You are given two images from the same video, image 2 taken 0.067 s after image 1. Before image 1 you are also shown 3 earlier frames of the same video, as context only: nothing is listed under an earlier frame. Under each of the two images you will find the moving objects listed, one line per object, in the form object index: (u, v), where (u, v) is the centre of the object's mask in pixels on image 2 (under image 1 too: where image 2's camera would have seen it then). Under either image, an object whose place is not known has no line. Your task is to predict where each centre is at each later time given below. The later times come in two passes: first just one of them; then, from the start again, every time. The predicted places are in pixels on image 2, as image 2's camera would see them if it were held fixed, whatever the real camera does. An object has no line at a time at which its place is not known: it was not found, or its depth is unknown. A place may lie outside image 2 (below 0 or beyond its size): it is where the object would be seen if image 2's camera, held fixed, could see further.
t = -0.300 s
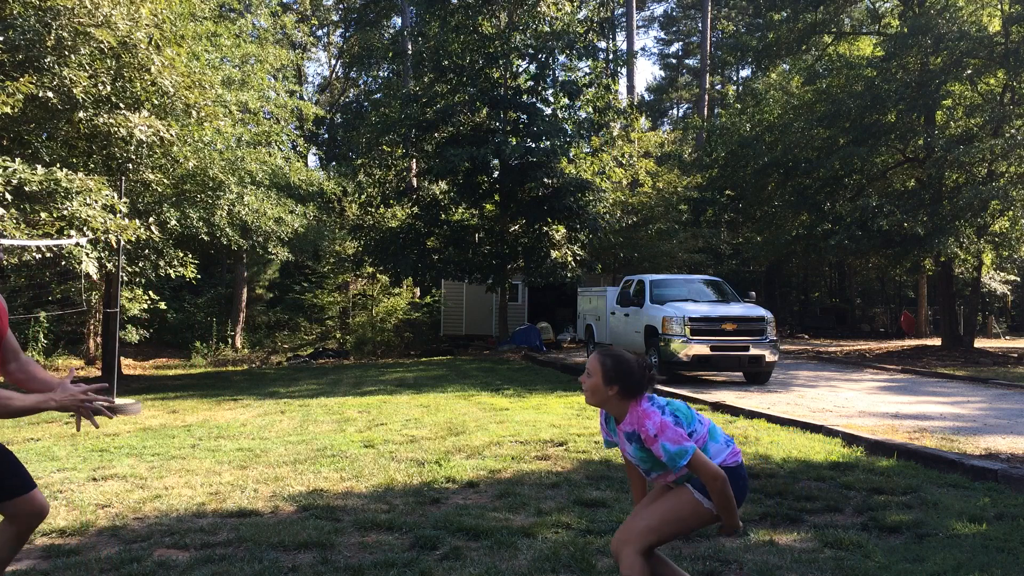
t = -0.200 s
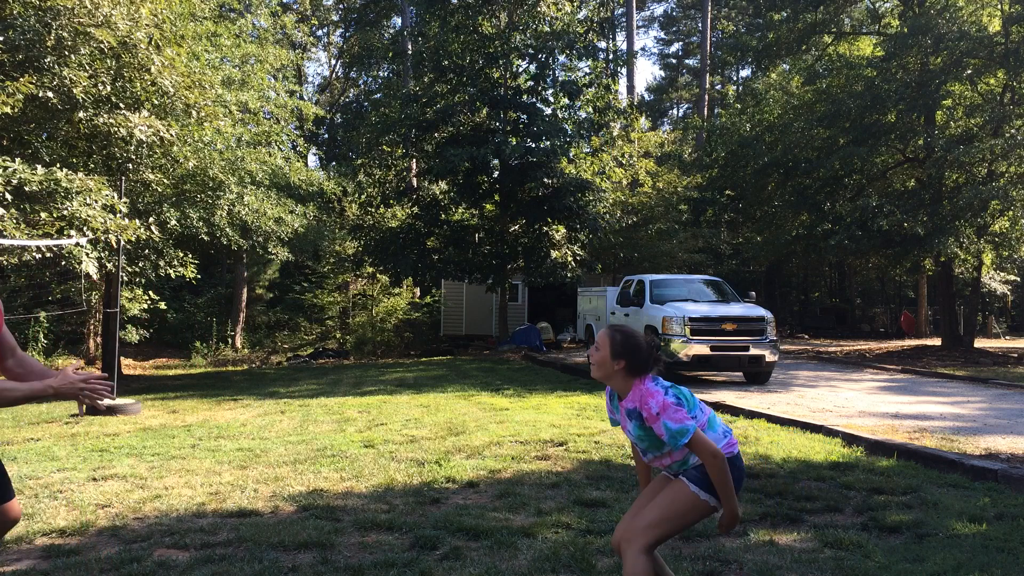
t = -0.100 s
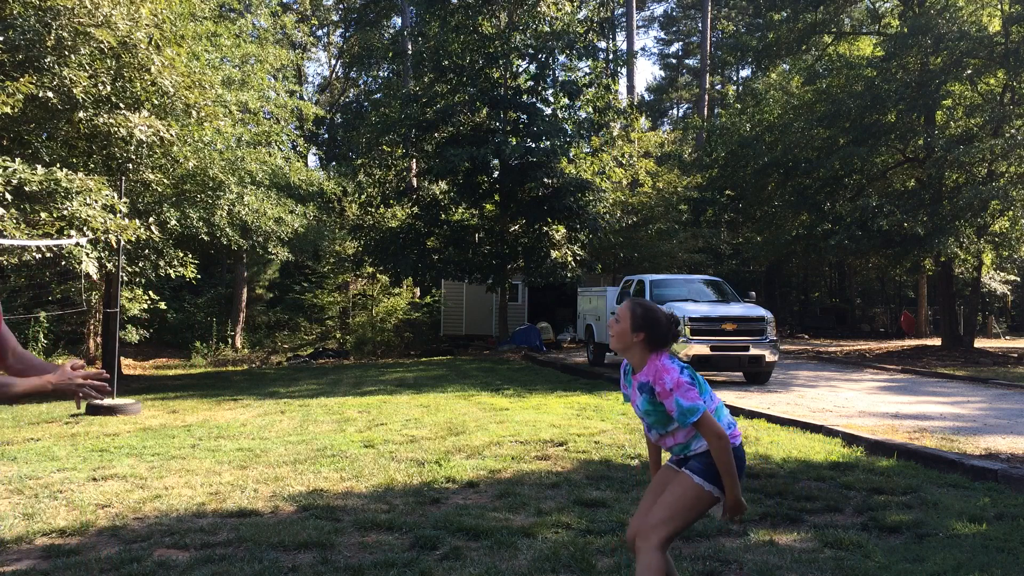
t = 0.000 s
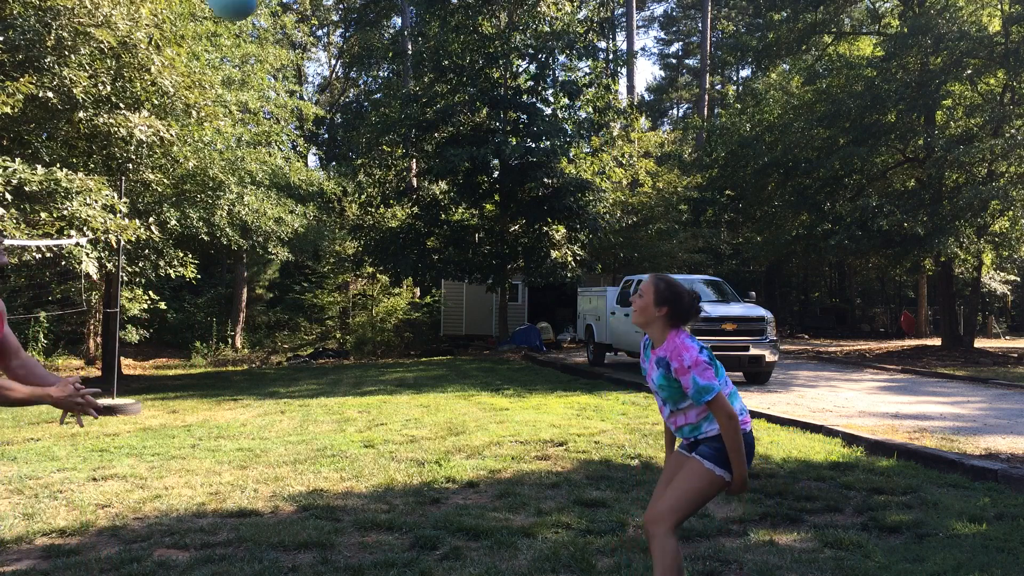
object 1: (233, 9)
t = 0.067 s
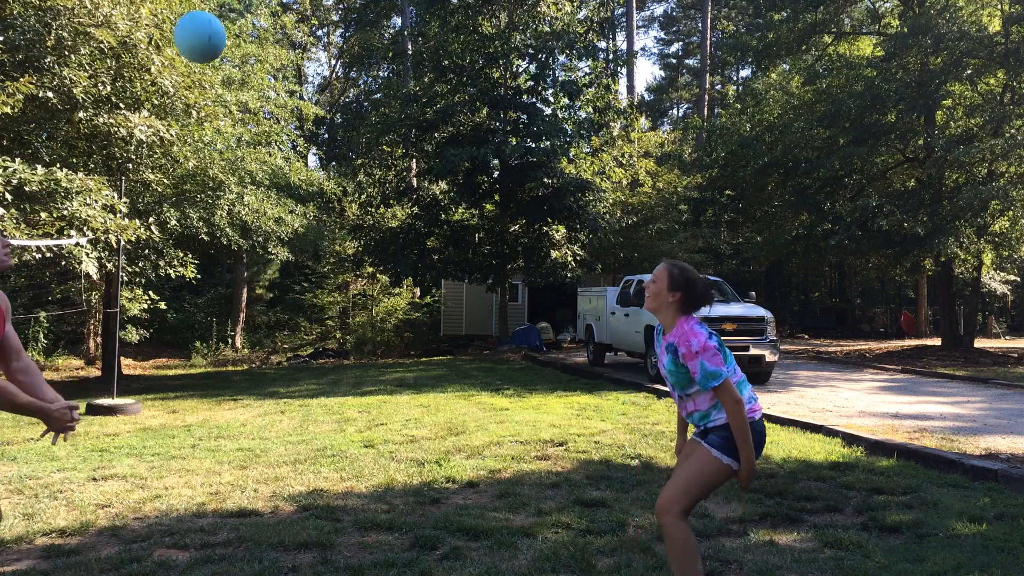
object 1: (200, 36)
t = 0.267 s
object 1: (102, 224)
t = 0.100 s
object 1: (184, 61)
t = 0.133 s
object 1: (168, 89)
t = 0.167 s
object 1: (152, 119)
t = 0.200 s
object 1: (135, 152)
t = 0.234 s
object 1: (119, 187)
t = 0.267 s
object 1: (102, 224)
